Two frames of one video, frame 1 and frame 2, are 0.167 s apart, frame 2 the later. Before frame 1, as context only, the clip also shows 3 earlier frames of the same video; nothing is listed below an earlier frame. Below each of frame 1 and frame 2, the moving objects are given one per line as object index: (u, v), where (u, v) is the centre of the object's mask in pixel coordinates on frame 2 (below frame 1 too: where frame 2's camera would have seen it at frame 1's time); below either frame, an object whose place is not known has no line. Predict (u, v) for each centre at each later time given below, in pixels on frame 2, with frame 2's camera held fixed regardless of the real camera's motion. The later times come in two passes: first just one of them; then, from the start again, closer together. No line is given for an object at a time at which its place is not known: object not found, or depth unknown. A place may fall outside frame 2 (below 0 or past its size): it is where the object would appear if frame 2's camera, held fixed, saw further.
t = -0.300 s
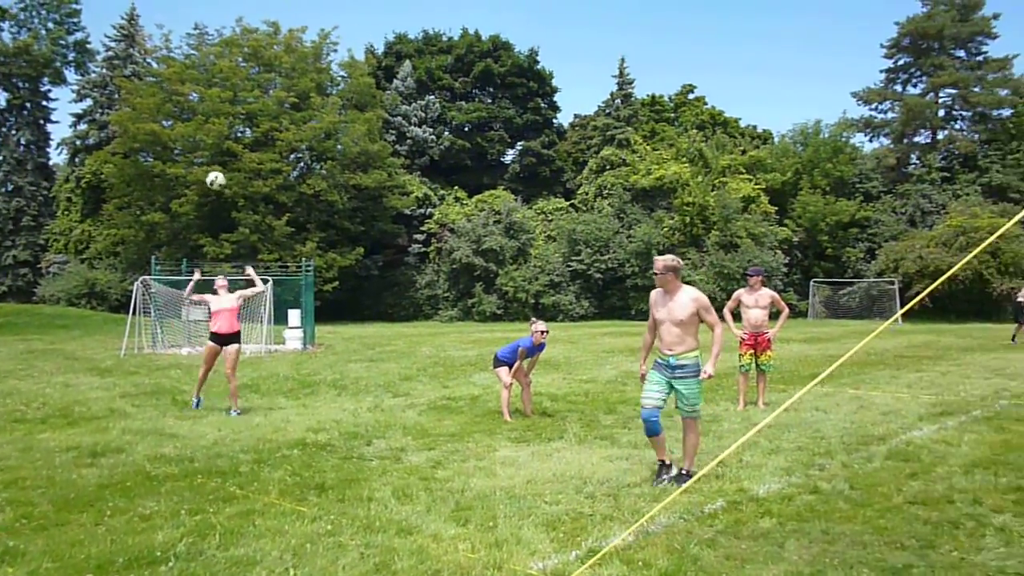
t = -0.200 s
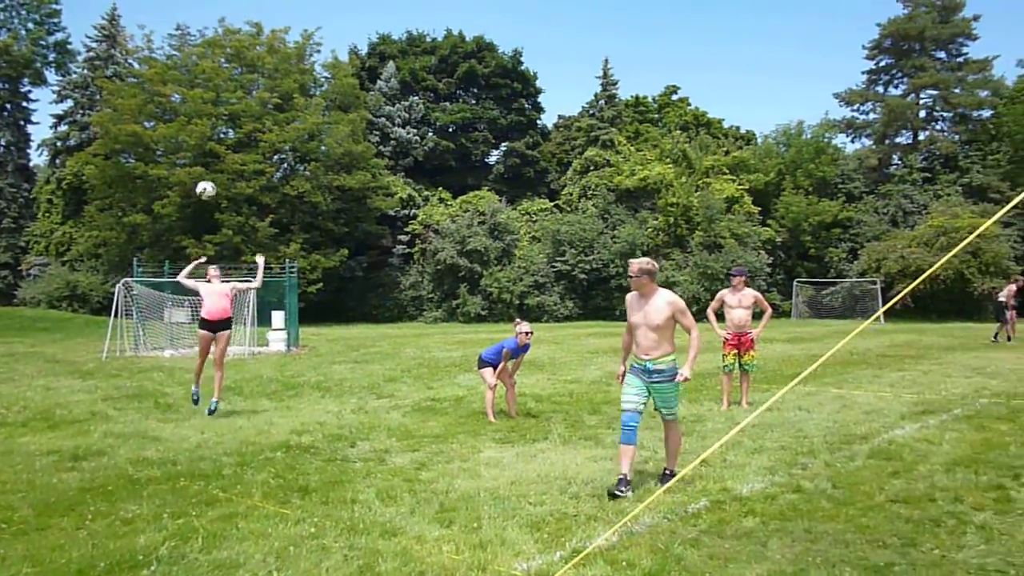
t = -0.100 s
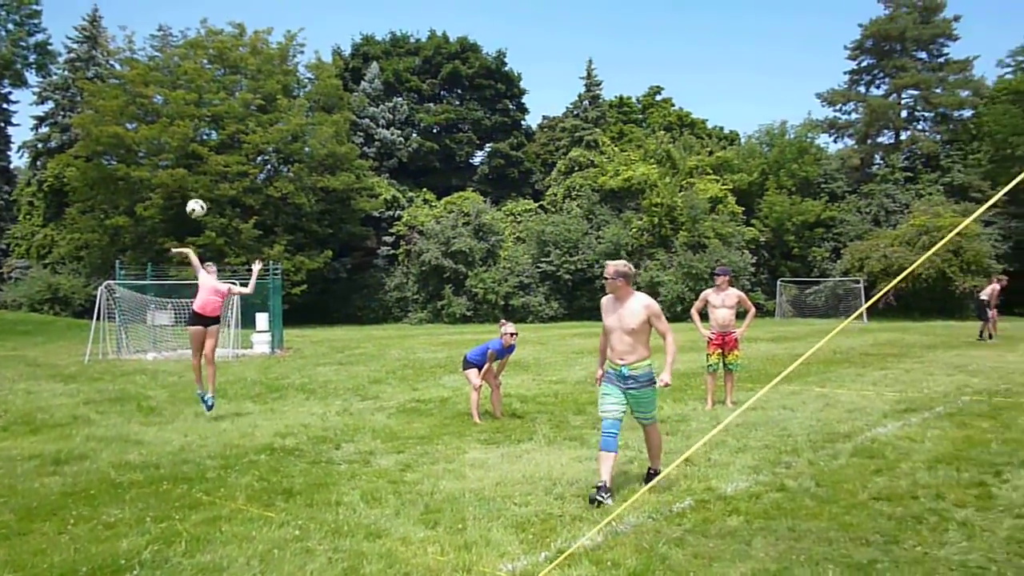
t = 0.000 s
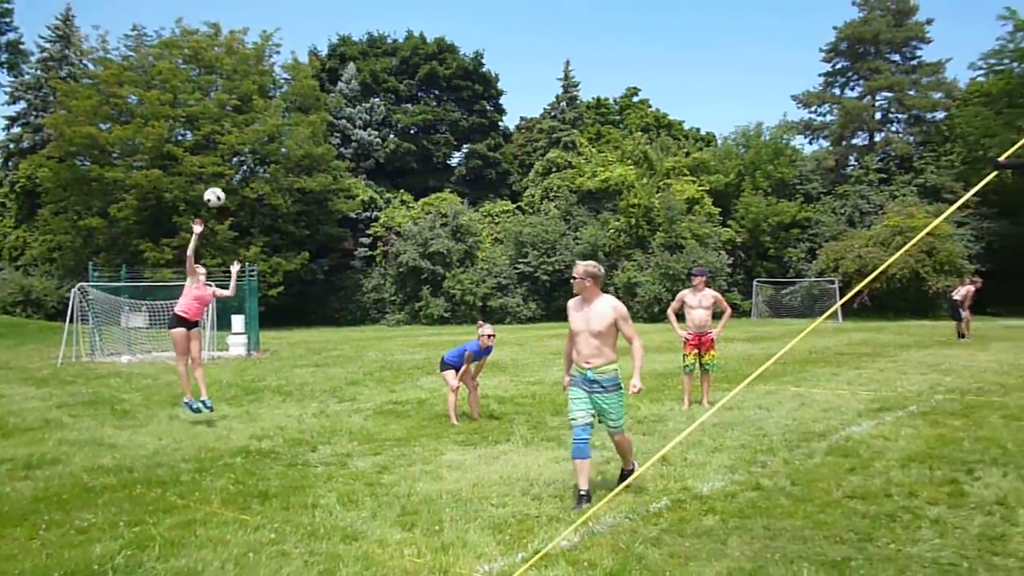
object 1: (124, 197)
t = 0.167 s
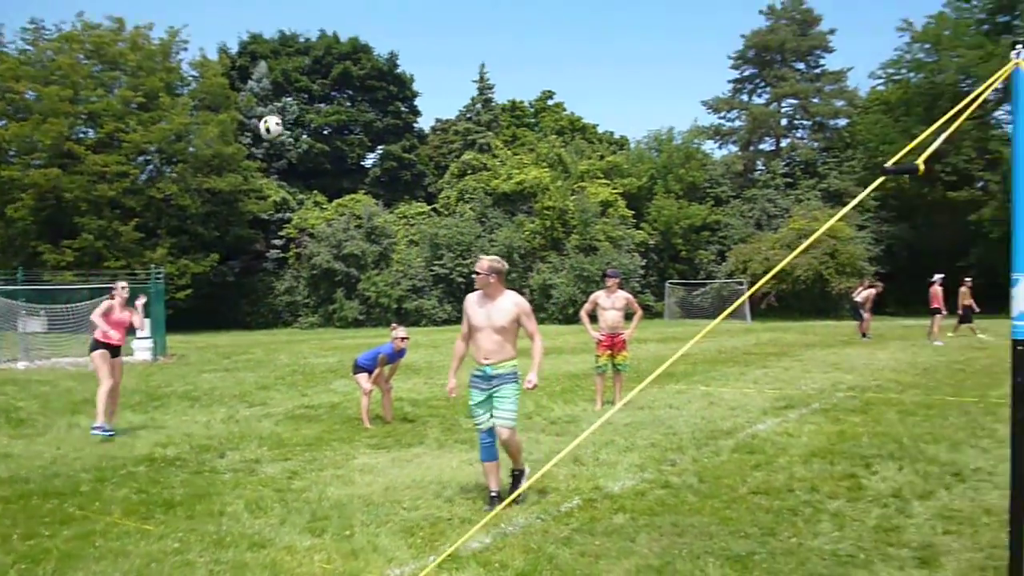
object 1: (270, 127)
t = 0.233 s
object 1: (337, 101)
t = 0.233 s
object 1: (337, 101)
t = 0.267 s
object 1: (374, 90)
